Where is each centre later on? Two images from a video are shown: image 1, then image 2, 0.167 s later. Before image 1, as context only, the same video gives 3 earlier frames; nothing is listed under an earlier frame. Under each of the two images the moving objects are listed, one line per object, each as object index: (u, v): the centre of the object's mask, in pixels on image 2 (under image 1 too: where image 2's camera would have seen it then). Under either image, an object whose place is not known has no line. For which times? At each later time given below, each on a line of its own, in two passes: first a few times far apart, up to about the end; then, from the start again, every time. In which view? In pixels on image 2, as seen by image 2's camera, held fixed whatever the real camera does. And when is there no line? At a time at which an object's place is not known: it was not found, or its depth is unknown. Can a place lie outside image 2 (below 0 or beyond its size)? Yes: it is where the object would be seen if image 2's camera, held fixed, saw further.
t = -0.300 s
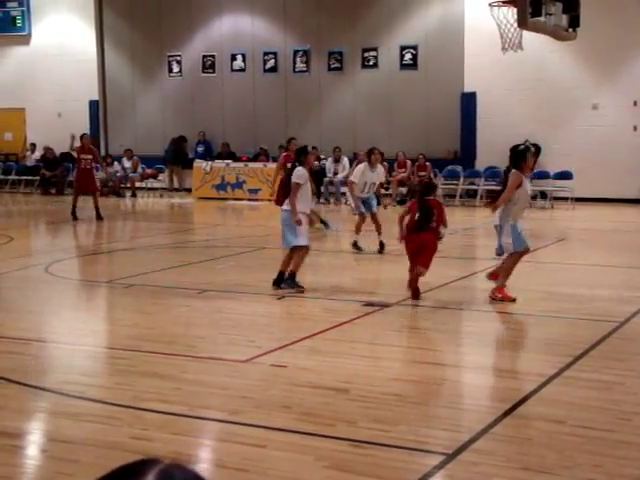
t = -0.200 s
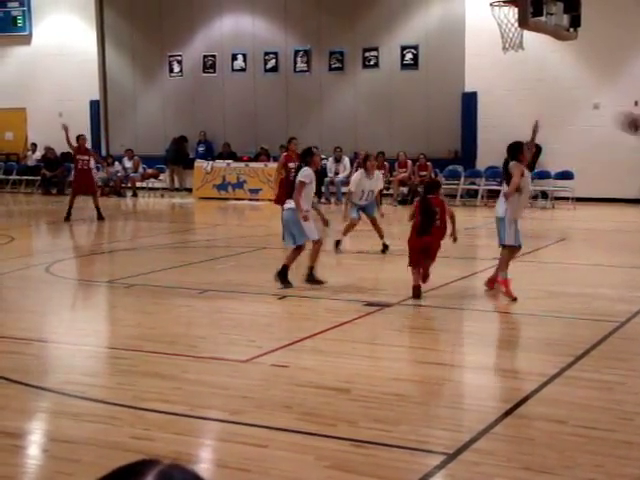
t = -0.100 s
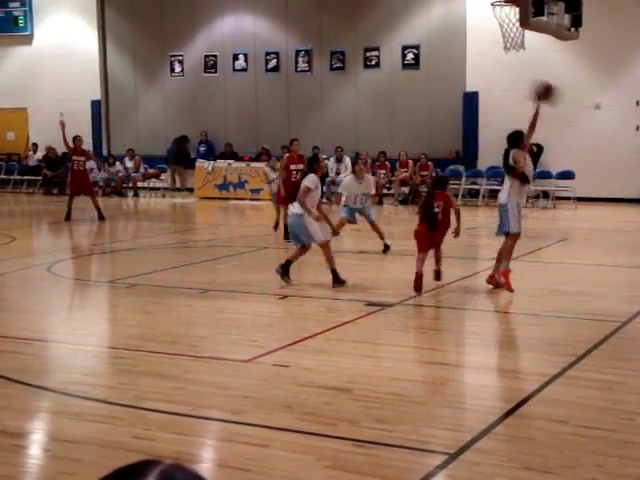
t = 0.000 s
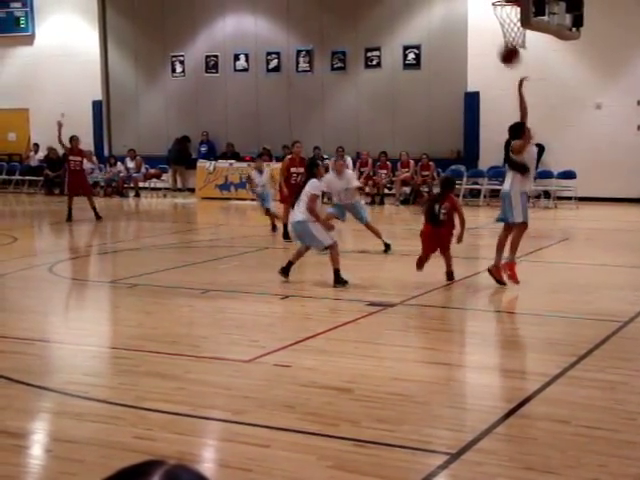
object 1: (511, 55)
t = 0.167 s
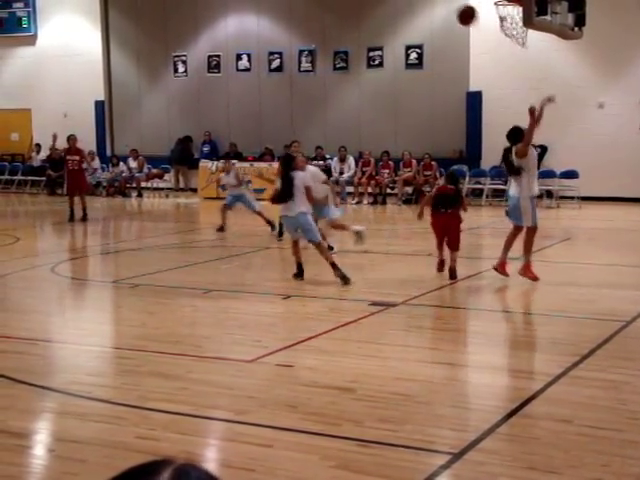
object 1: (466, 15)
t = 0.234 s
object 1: (449, 8)
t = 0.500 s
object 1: (384, 15)
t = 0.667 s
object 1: (346, 49)
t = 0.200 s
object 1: (458, 10)
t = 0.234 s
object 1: (449, 8)
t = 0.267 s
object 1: (440, 6)
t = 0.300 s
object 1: (432, 5)
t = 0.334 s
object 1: (424, 5)
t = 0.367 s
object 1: (415, 6)
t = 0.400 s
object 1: (407, 6)
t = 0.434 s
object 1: (400, 8)
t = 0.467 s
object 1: (392, 10)
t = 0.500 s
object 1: (384, 15)
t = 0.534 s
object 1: (376, 20)
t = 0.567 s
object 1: (368, 26)
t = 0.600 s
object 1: (360, 33)
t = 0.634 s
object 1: (353, 40)
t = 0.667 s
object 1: (346, 49)
